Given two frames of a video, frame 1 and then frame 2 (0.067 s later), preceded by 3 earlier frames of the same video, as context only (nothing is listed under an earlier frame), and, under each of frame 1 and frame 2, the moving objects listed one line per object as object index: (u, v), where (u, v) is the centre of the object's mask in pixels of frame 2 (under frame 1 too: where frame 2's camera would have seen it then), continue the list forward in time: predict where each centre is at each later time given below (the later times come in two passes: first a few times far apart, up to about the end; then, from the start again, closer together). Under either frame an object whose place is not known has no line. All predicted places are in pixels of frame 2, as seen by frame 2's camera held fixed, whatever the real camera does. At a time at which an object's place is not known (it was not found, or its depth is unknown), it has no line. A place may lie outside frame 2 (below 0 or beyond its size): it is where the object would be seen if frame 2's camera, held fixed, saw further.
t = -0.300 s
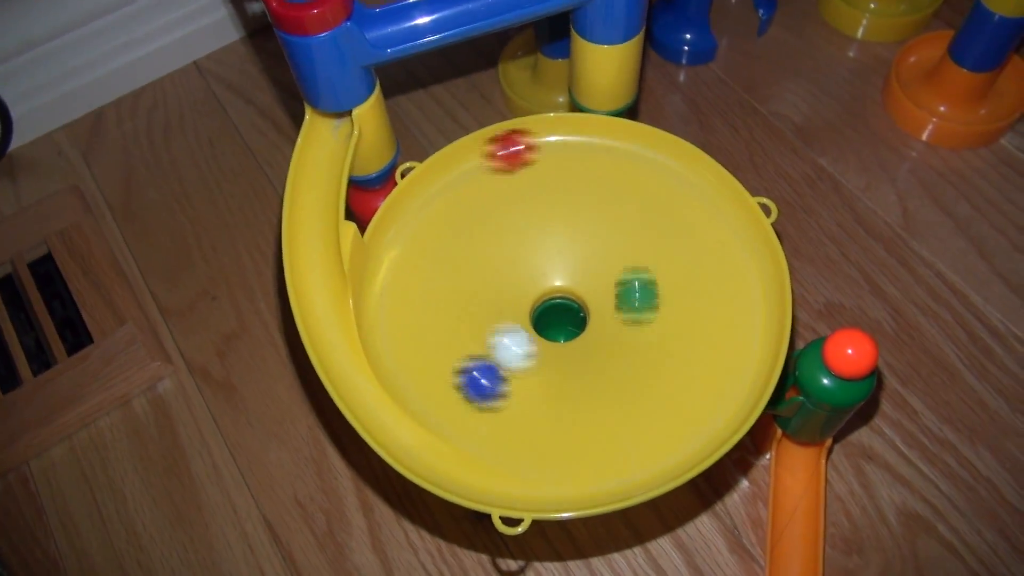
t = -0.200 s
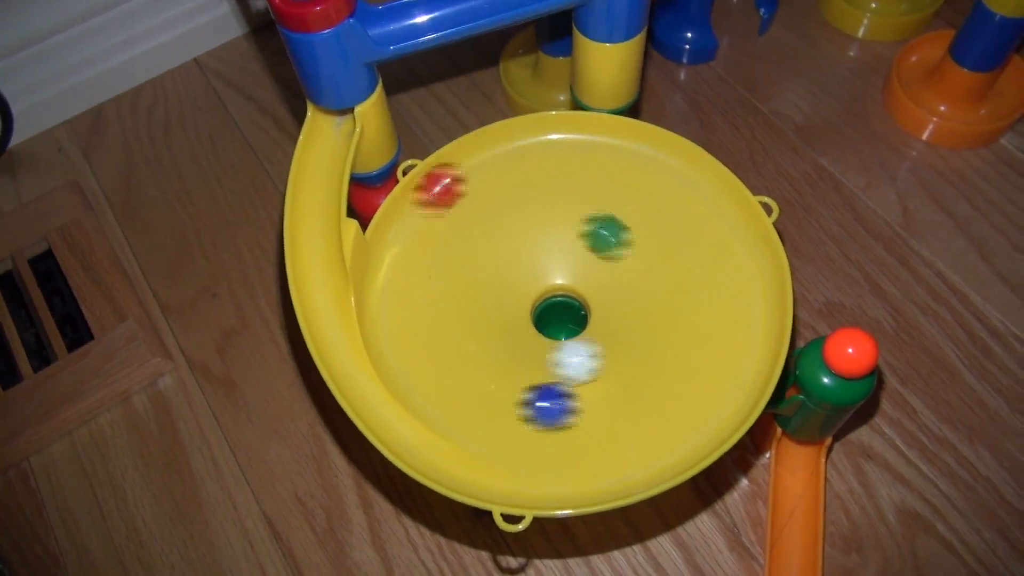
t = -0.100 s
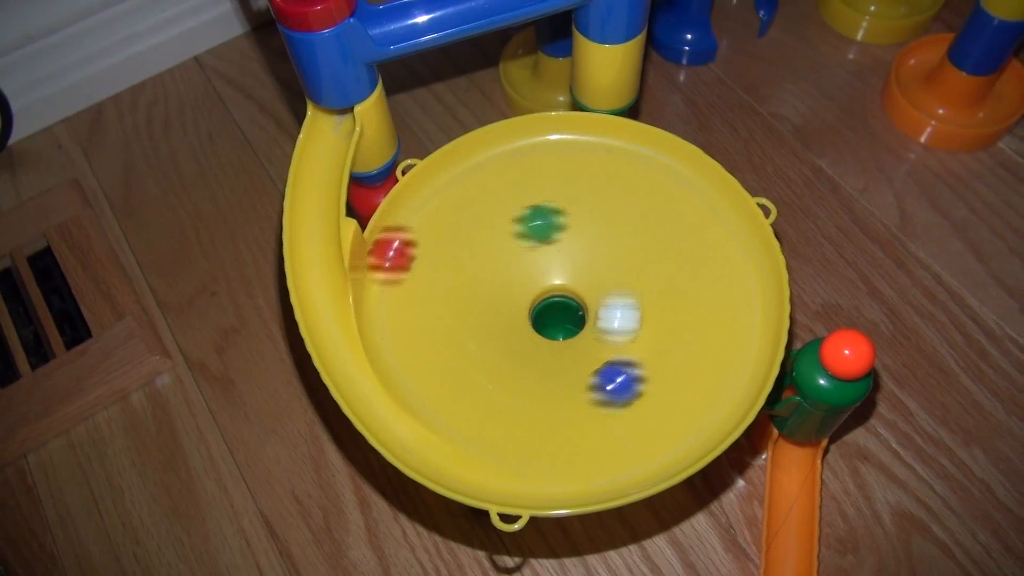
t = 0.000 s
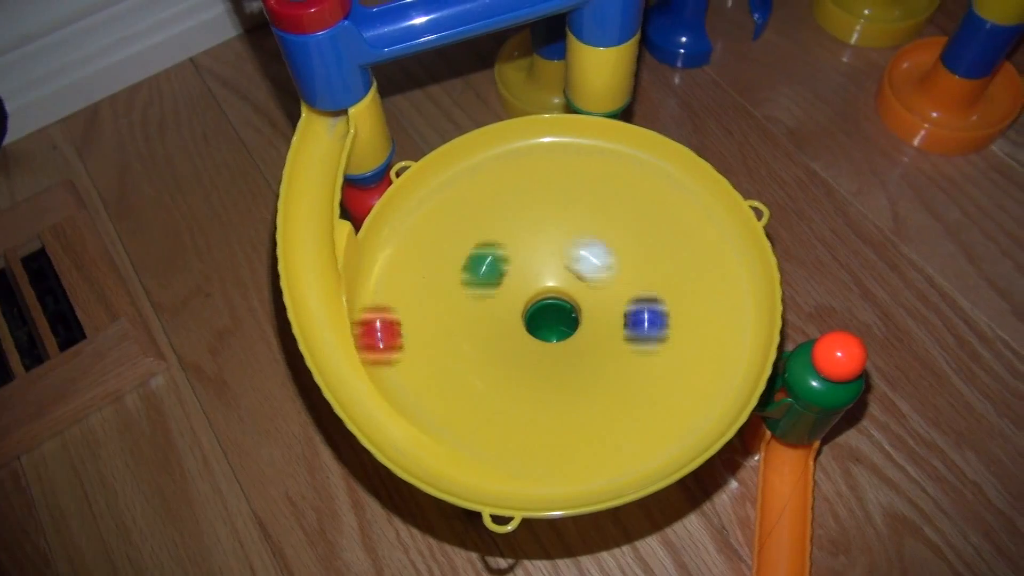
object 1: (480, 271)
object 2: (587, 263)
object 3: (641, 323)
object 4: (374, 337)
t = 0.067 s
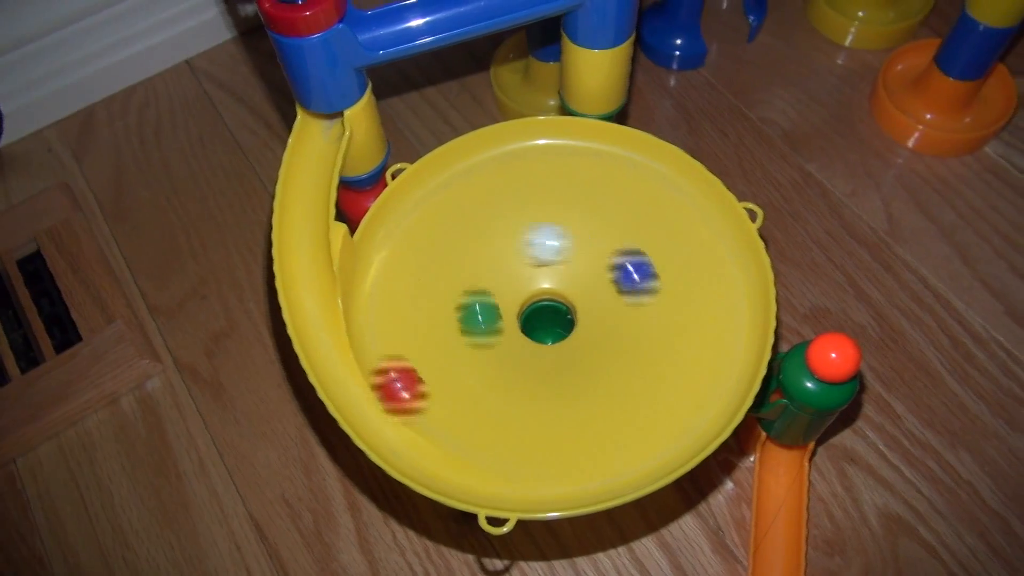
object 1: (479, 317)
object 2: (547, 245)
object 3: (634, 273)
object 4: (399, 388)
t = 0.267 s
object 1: (607, 350)
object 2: (493, 326)
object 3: (508, 212)
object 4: (571, 452)
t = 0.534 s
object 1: (536, 248)
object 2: (608, 282)
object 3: (482, 352)
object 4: (729, 305)
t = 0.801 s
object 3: (651, 291)
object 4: (618, 168)
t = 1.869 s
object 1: (504, 314)
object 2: (554, 336)
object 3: (483, 261)
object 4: (637, 213)
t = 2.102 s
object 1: (600, 294)
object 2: (551, 271)
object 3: (563, 371)
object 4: (474, 189)
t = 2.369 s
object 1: (505, 331)
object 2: (565, 336)
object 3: (586, 248)
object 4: (433, 352)
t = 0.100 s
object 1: (492, 339)
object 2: (525, 246)
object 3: (620, 253)
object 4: (419, 408)
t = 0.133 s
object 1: (512, 356)
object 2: (507, 254)
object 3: (601, 235)
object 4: (445, 427)
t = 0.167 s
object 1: (537, 366)
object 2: (492, 268)
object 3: (579, 221)
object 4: (473, 440)
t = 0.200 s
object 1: (563, 367)
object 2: (484, 286)
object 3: (555, 213)
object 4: (505, 449)
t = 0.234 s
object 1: (587, 361)
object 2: (484, 306)
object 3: (530, 210)
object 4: (537, 453)
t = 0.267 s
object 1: (607, 350)
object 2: (493, 326)
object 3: (508, 212)
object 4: (571, 452)
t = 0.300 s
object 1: (621, 335)
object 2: (511, 342)
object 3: (487, 220)
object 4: (603, 446)
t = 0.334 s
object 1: (628, 316)
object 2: (534, 352)
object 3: (470, 232)
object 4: (633, 435)
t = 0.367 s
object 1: (627, 297)
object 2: (559, 354)
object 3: (456, 248)
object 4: (660, 420)
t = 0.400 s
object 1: (620, 280)
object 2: (582, 347)
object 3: (448, 266)
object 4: (684, 401)
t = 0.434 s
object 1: (606, 264)
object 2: (600, 334)
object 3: (446, 288)
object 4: (702, 380)
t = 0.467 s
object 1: (586, 252)
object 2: (611, 317)
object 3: (451, 311)
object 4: (716, 357)
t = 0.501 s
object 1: (562, 247)
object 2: (614, 299)
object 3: (463, 333)
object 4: (725, 332)
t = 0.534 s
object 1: (536, 248)
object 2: (608, 282)
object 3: (482, 352)
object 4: (729, 305)
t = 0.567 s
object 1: (511, 256)
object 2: (596, 269)
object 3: (508, 366)
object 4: (728, 283)
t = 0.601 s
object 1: (492, 270)
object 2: (579, 260)
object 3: (538, 373)
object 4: (723, 260)
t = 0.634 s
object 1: (479, 287)
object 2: (558, 256)
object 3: (568, 372)
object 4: (714, 237)
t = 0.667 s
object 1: (474, 307)
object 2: (535, 260)
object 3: (596, 364)
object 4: (701, 220)
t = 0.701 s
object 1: (477, 326)
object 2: (514, 269)
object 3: (620, 350)
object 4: (684, 203)
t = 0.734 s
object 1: (488, 343)
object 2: (498, 285)
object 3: (637, 332)
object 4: (664, 187)
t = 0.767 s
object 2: (491, 303)
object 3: (647, 312)
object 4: (642, 176)
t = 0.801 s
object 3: (651, 291)
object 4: (618, 168)
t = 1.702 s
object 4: (688, 328)
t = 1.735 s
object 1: (522, 261)
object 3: (564, 222)
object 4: (688, 305)
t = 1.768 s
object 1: (507, 268)
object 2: (503, 315)
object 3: (541, 223)
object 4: (681, 278)
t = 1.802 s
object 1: (500, 280)
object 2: (515, 328)
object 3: (518, 230)
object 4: (671, 254)
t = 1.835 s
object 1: (498, 297)
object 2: (534, 336)
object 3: (498, 243)
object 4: (656, 231)
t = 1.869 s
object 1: (504, 314)
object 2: (554, 336)
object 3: (483, 261)
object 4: (637, 213)
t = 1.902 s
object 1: (521, 330)
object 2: (574, 329)
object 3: (473, 282)
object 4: (615, 197)
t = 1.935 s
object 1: (542, 338)
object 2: (588, 316)
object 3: (472, 306)
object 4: (592, 185)
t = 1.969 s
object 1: (566, 339)
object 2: (594, 301)
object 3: (478, 329)
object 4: (568, 178)
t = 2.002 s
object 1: (584, 331)
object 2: (591, 286)
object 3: (493, 349)
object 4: (543, 174)
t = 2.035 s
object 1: (597, 320)
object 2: (582, 275)
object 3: (513, 364)
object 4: (518, 176)
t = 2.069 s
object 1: (602, 306)
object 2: (568, 270)
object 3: (537, 371)
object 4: (495, 180)
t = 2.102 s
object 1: (600, 294)
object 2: (551, 271)
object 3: (563, 371)
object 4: (474, 189)
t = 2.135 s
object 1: (591, 283)
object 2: (533, 277)
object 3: (586, 365)
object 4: (454, 202)
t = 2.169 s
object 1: (574, 275)
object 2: (518, 290)
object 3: (605, 353)
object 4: (437, 218)
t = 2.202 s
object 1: (553, 274)
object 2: (511, 308)
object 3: (619, 336)
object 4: (424, 237)
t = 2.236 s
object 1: (532, 279)
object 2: (513, 325)
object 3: (626, 317)
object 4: (416, 258)
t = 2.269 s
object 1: (514, 288)
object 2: (522, 337)
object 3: (626, 296)
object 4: (411, 279)
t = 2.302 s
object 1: (503, 303)
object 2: (536, 343)
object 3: (619, 278)
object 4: (413, 305)
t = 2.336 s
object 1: (499, 318)
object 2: (552, 343)
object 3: (606, 261)
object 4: (419, 329)
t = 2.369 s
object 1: (505, 331)
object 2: (565, 336)
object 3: (586, 248)
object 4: (433, 352)
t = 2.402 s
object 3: (563, 242)
